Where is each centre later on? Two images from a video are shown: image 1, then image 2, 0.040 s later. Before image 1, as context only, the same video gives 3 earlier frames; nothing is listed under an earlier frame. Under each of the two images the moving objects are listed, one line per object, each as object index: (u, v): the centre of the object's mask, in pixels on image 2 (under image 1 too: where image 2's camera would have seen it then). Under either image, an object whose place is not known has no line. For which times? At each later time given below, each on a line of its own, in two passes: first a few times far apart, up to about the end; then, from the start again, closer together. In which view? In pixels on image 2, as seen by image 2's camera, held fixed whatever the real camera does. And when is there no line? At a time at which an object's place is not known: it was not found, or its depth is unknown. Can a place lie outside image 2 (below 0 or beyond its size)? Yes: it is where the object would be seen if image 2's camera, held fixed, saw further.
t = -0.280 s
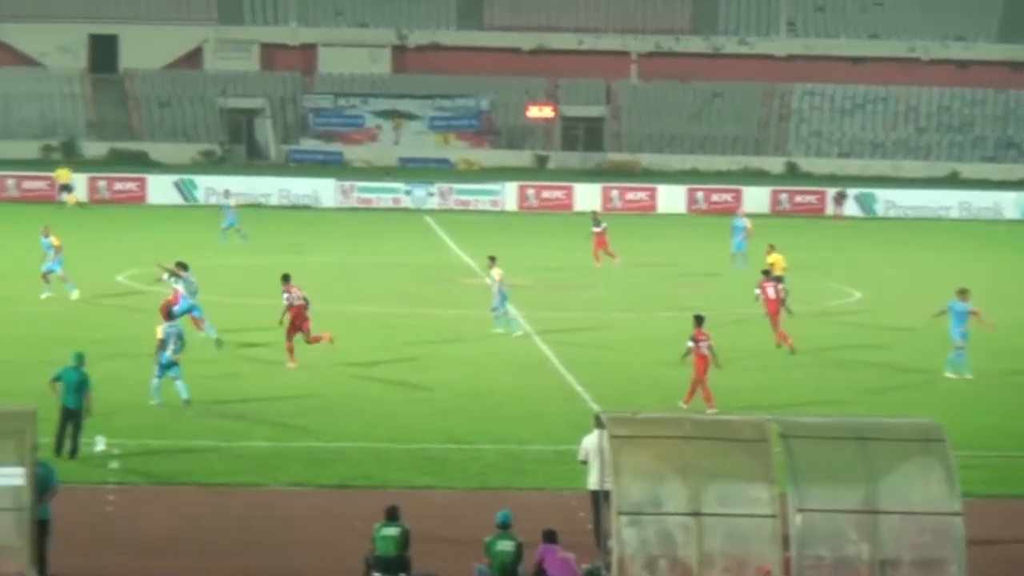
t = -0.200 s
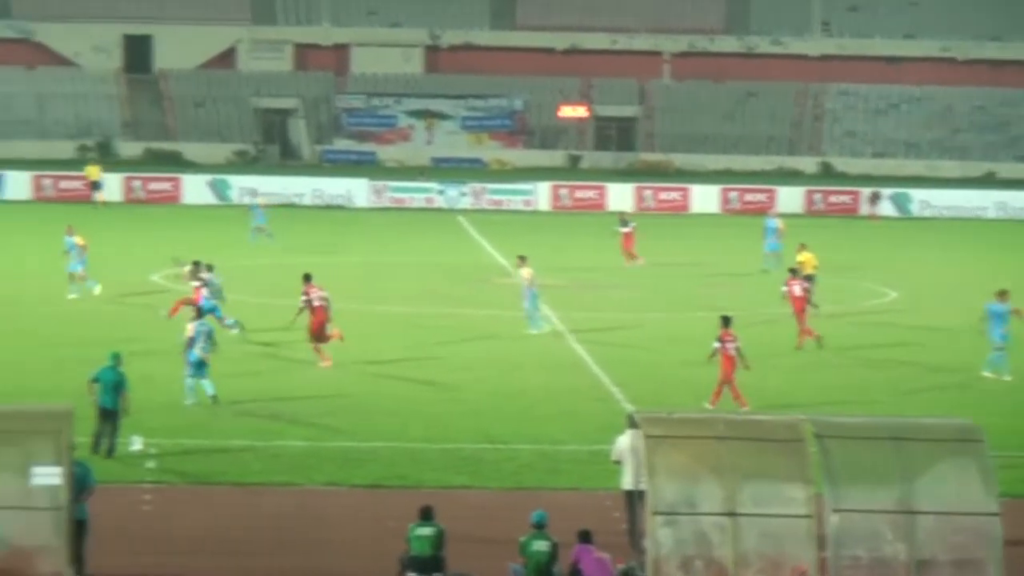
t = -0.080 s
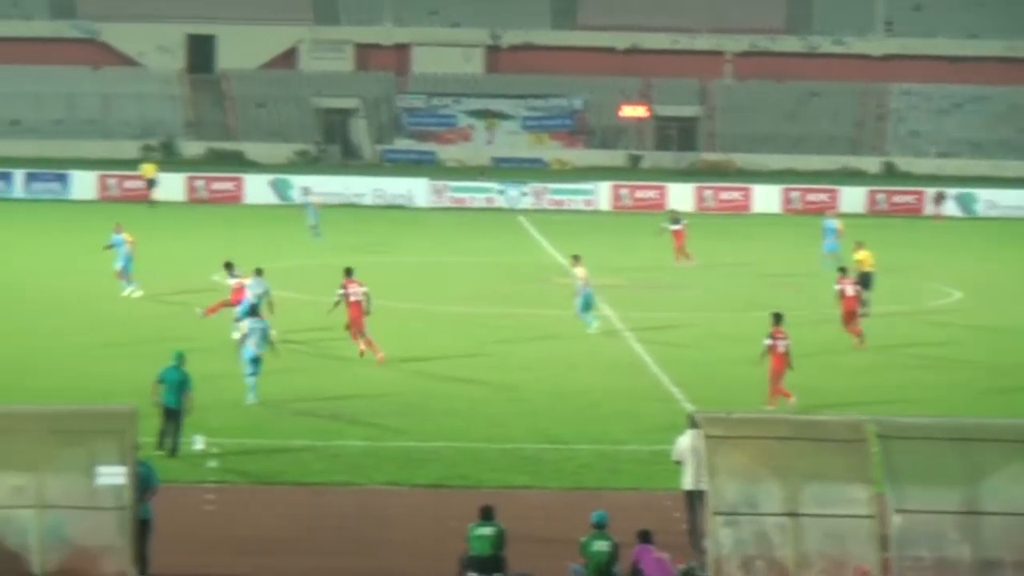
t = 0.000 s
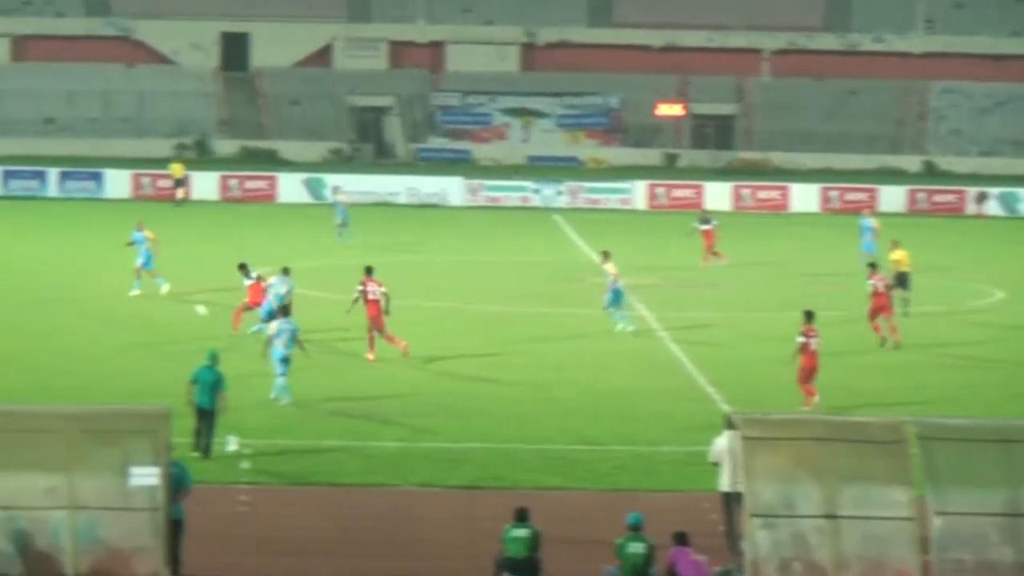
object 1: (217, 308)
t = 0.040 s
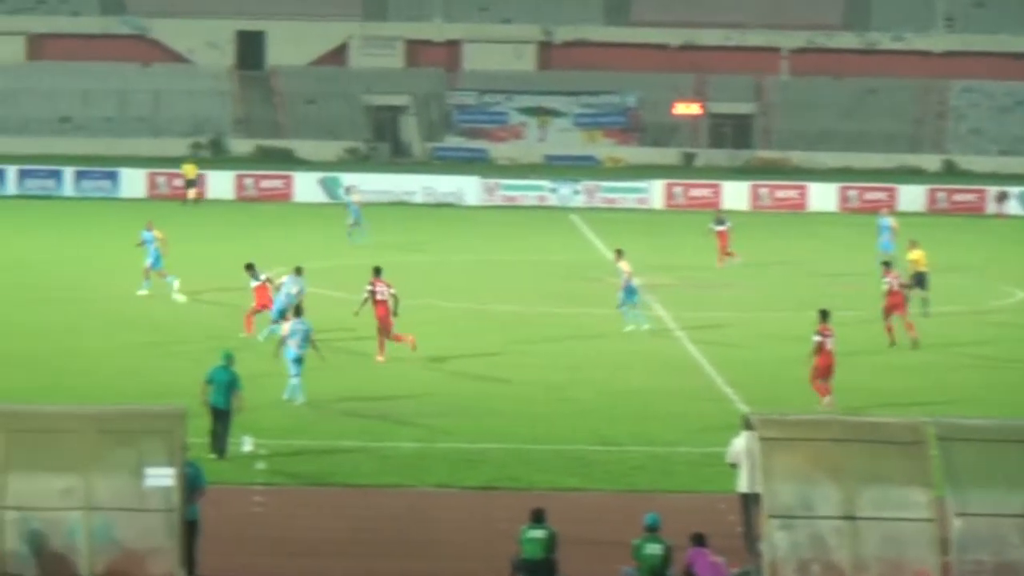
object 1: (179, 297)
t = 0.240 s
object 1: (-9, 259)
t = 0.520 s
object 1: (-244, 262)
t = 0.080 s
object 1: (140, 288)
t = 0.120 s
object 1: (102, 278)
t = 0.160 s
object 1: (65, 270)
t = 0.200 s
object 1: (27, 264)
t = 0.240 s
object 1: (-9, 259)
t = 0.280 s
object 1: (-47, 255)
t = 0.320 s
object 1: (-84, 253)
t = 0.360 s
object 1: (-116, 253)
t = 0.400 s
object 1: (-143, 253)
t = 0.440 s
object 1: (-179, 255)
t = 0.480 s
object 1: (-211, 258)
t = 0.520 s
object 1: (-244, 262)
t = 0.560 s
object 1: (-276, 267)
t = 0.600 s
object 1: (-308, 274)
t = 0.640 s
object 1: (-341, 282)
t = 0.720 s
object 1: (-406, 301)
